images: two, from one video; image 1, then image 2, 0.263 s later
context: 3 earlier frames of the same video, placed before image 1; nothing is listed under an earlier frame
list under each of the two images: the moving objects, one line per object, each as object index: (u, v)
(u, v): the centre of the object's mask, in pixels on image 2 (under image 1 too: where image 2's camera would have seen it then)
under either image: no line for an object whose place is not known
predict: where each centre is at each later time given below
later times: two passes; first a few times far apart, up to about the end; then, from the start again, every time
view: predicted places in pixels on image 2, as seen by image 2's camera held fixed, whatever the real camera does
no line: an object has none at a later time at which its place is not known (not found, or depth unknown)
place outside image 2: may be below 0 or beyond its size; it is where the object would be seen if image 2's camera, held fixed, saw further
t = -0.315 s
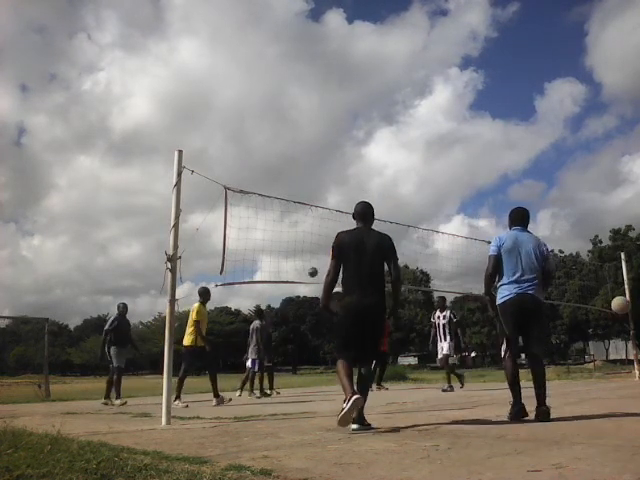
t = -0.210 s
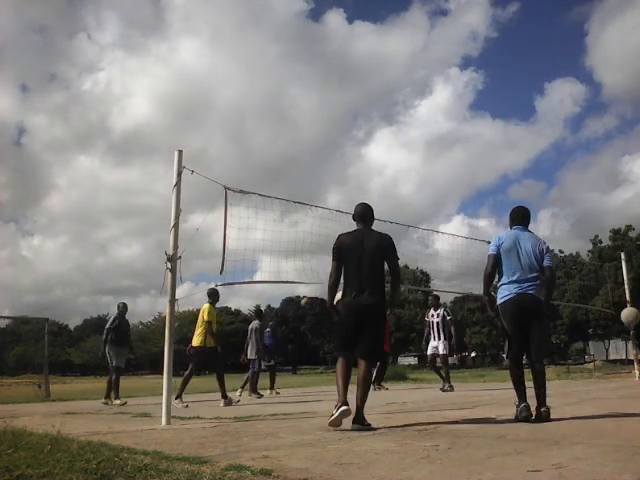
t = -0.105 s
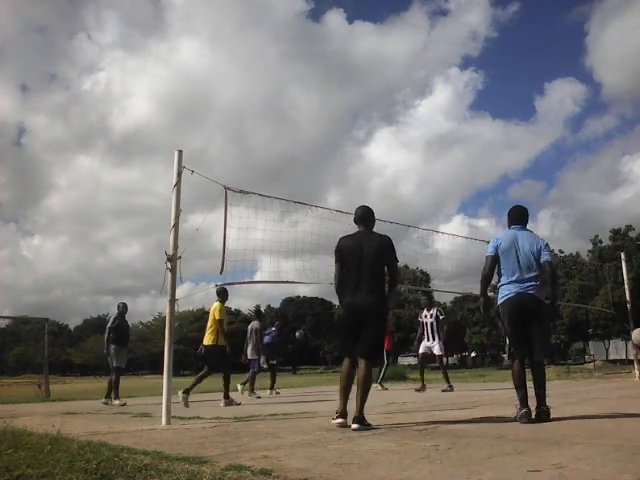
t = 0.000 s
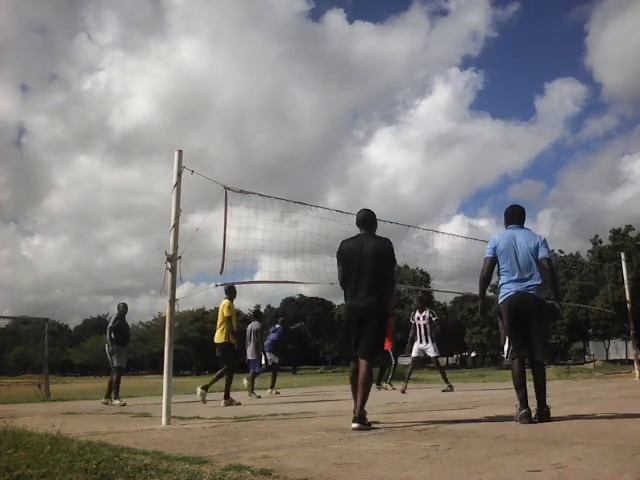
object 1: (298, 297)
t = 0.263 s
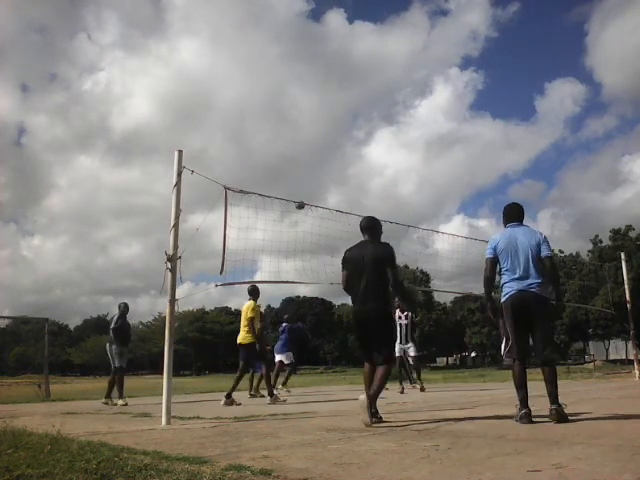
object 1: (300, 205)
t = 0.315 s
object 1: (300, 189)
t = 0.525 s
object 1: (300, 137)
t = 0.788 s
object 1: (301, 94)
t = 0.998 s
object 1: (300, 81)
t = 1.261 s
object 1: (301, 95)
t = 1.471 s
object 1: (303, 136)
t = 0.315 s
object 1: (300, 189)
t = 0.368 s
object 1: (300, 174)
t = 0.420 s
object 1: (300, 161)
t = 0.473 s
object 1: (300, 149)
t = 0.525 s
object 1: (300, 137)
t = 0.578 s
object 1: (300, 126)
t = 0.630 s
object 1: (300, 117)
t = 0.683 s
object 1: (300, 108)
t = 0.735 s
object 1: (300, 101)
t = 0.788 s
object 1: (301, 94)
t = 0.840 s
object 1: (300, 89)
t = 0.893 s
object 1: (301, 85)
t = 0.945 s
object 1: (300, 83)
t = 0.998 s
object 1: (300, 81)
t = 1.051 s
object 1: (300, 81)
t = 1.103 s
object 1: (300, 83)
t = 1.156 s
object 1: (301, 85)
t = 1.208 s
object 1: (301, 90)
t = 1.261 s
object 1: (301, 95)
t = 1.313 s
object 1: (301, 103)
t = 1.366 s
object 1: (302, 112)
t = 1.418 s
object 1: (302, 123)
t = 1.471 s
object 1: (303, 136)
